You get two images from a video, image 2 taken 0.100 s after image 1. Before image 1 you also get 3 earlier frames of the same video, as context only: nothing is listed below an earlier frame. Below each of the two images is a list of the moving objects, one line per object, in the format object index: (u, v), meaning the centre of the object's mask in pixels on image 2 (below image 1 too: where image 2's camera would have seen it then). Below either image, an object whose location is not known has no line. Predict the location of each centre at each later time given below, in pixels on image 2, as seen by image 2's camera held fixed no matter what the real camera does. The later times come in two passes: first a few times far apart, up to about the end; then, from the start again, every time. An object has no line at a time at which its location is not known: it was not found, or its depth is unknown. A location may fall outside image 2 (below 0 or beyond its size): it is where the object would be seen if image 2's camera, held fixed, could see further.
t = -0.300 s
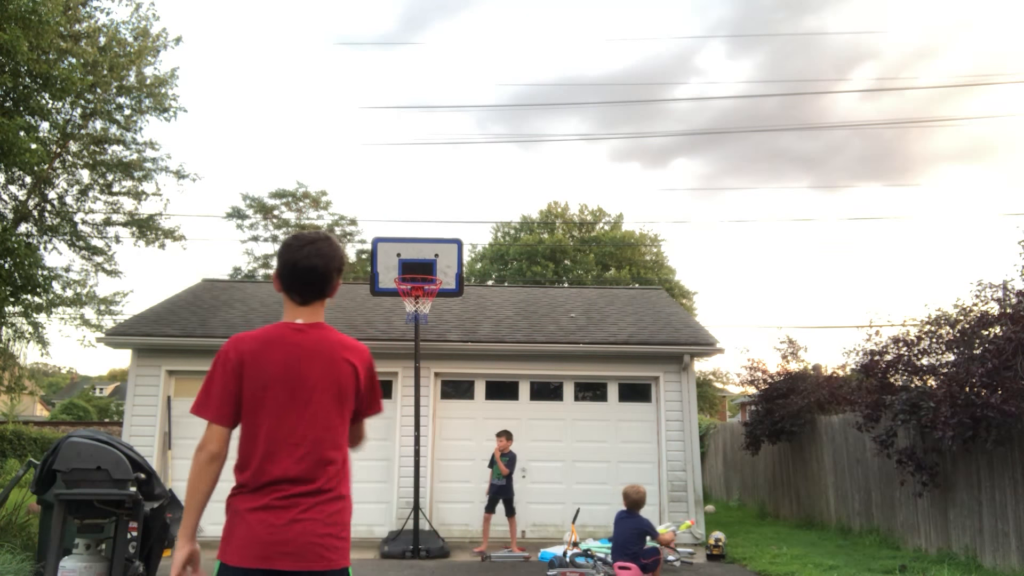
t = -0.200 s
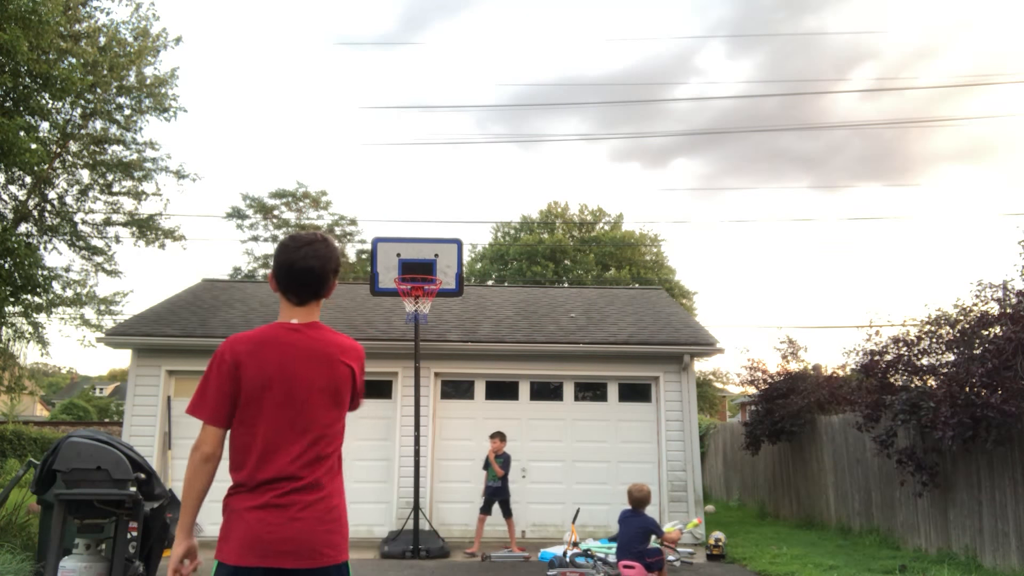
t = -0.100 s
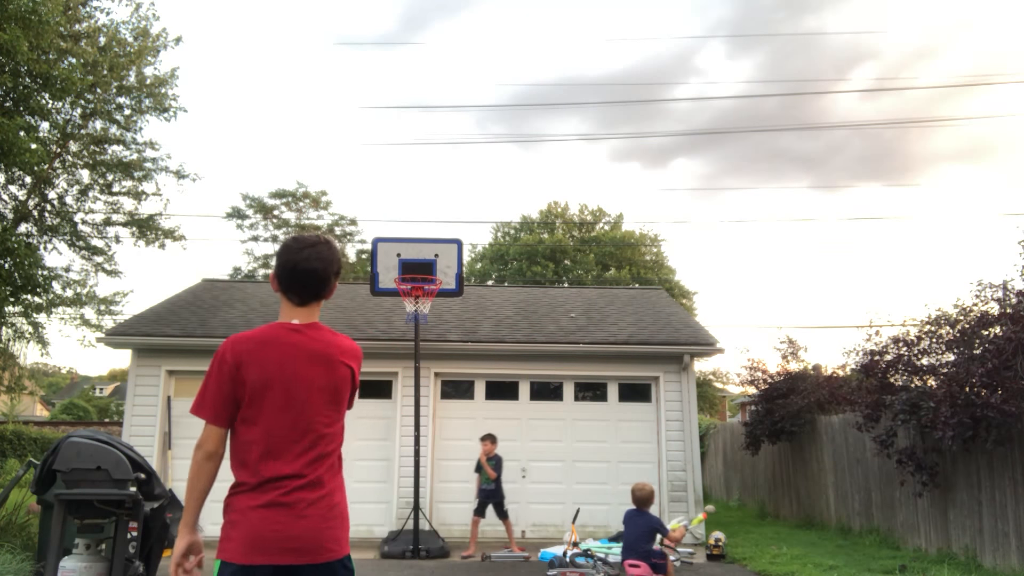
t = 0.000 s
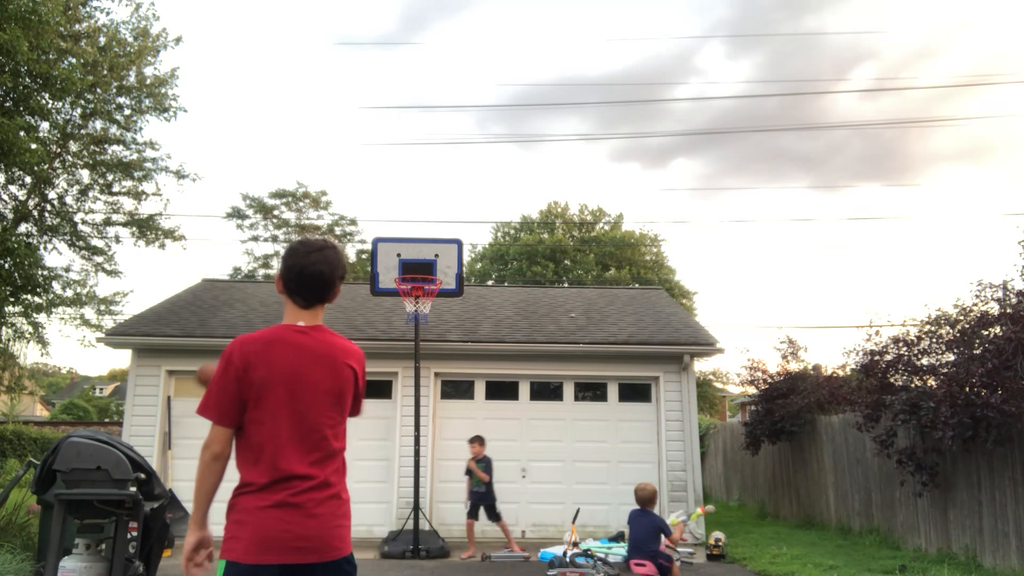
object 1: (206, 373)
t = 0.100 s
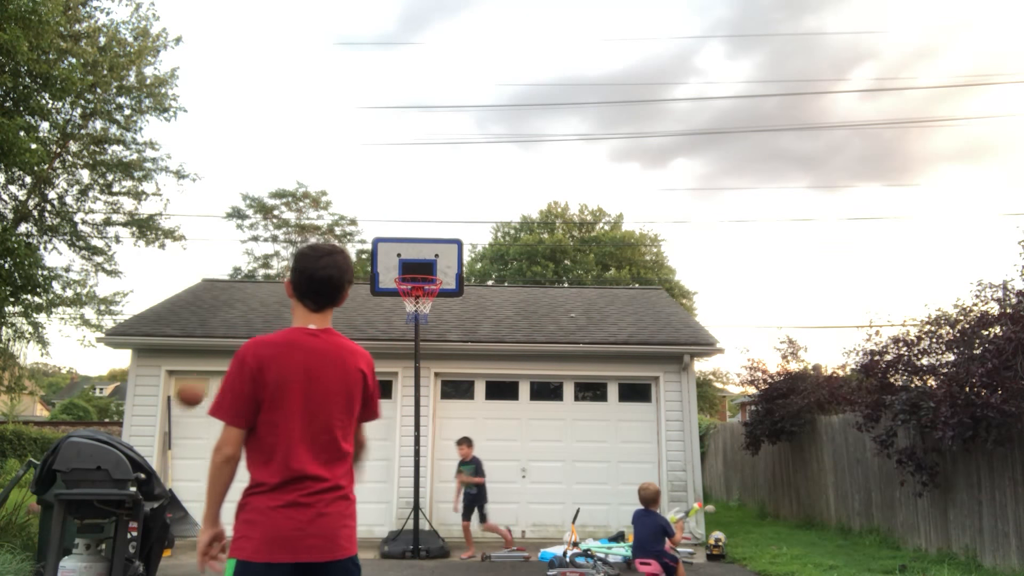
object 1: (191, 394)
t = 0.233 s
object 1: (163, 437)
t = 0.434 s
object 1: (189, 488)
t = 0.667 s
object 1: (245, 563)
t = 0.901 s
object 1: (301, 509)
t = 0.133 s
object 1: (184, 403)
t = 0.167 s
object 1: (177, 413)
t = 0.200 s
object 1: (171, 424)
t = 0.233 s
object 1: (163, 437)
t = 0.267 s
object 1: (156, 451)
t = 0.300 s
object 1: (157, 461)
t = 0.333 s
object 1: (164, 467)
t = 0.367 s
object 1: (172, 473)
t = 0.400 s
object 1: (180, 480)
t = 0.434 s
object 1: (189, 488)
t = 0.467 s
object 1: (197, 497)
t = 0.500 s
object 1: (205, 508)
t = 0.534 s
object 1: (213, 519)
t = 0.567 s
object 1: (222, 535)
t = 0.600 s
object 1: (229, 548)
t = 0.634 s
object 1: (237, 562)
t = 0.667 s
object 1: (245, 563)
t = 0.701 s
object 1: (253, 553)
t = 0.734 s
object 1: (262, 542)
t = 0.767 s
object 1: (270, 533)
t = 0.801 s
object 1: (278, 525)
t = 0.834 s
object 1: (287, 518)
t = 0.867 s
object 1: (294, 513)
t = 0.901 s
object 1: (301, 509)
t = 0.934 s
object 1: (309, 507)
